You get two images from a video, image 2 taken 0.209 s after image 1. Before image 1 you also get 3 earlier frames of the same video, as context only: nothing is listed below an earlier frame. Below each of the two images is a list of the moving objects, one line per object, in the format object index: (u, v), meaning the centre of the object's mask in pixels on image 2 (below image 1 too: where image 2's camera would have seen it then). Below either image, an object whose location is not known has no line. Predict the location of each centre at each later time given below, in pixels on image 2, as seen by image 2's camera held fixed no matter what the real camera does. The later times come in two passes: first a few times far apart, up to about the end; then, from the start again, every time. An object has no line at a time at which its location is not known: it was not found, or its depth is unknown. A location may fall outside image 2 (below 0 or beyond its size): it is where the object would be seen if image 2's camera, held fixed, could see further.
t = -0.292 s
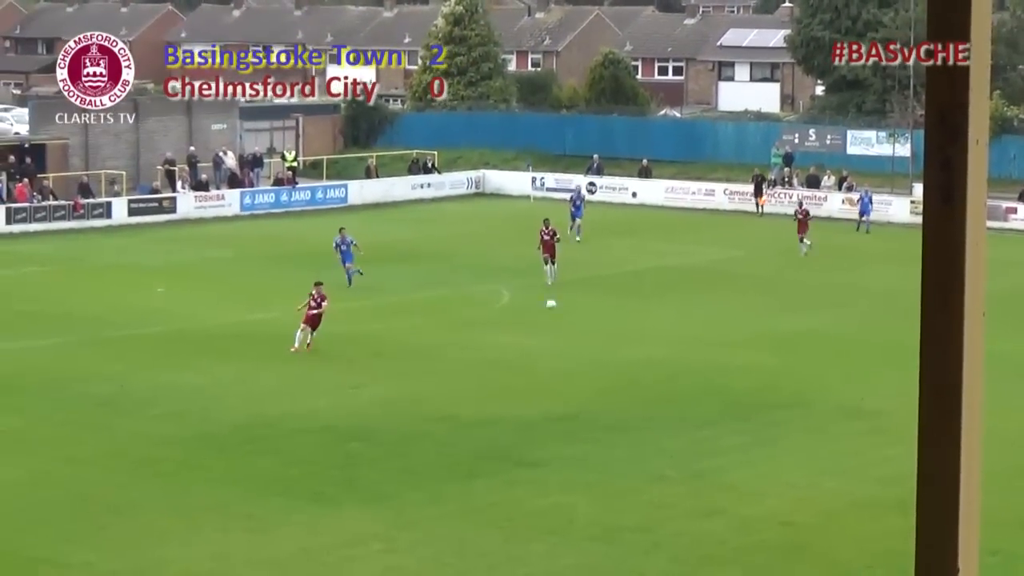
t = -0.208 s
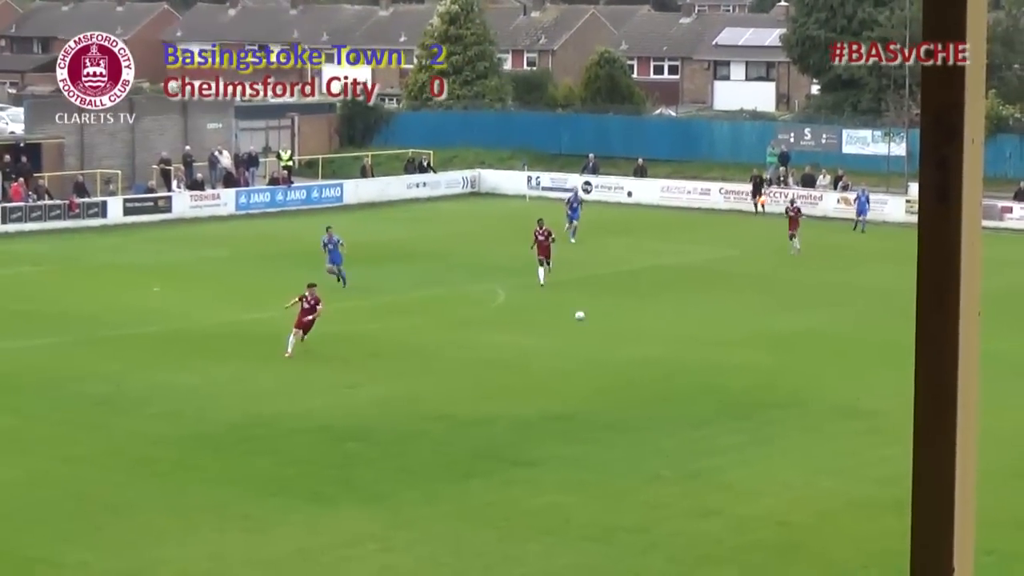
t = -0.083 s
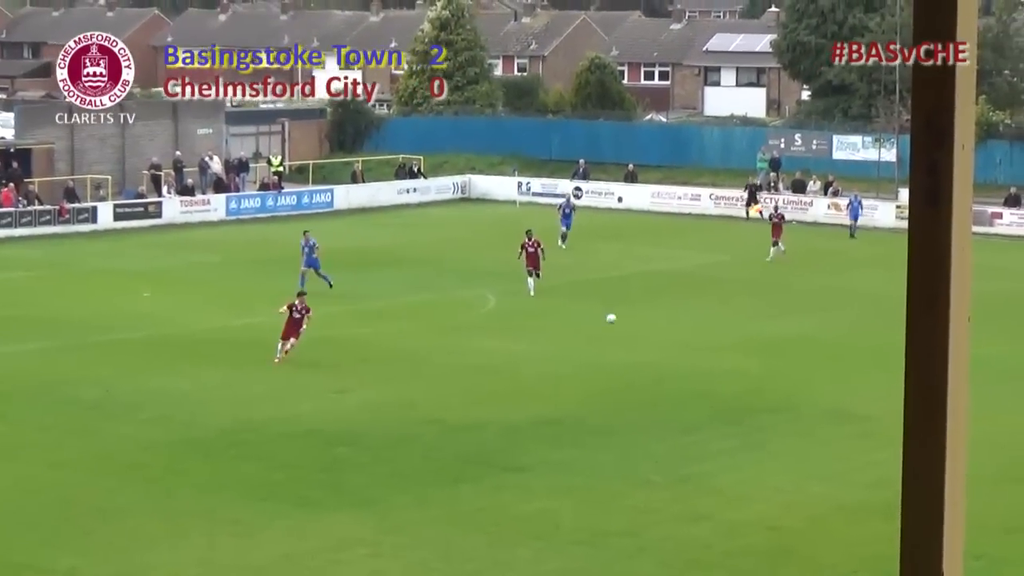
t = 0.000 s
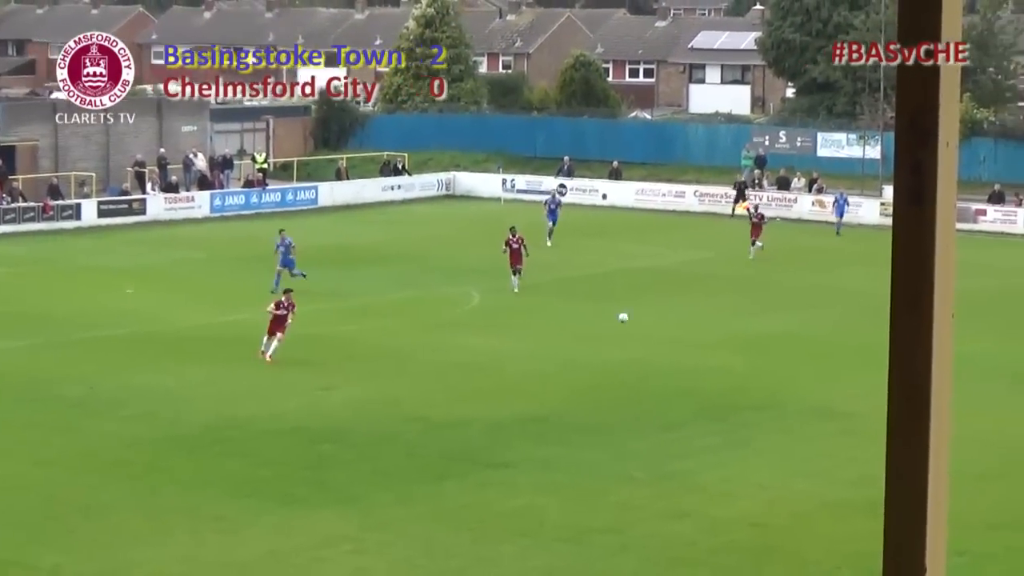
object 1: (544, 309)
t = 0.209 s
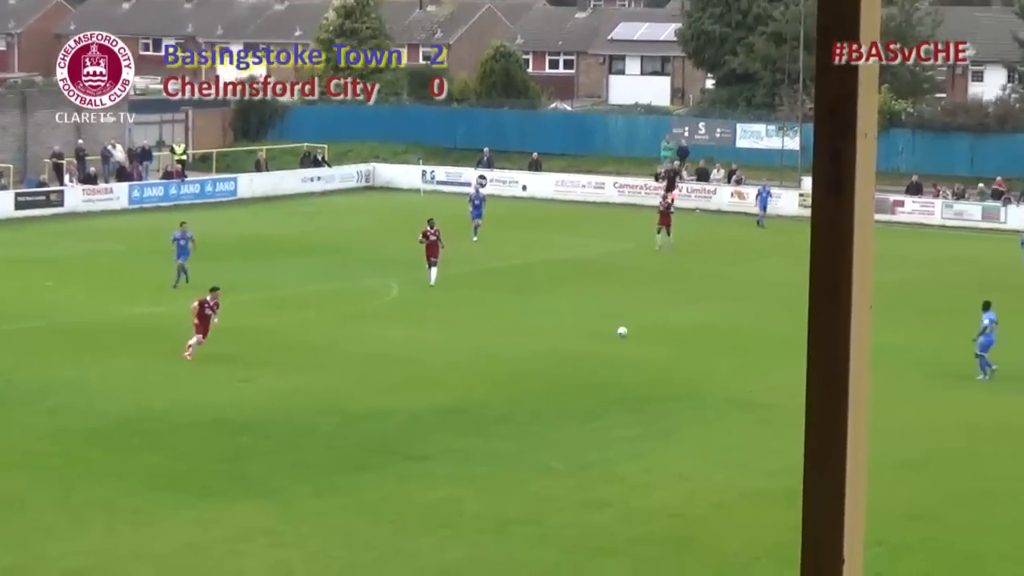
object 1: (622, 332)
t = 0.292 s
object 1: (644, 331)
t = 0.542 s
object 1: (710, 345)
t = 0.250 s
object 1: (634, 332)
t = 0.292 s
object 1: (644, 331)
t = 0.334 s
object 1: (655, 331)
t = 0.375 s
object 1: (666, 333)
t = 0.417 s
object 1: (677, 334)
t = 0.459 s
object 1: (687, 337)
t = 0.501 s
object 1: (699, 341)
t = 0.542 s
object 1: (710, 345)
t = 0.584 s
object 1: (726, 345)
